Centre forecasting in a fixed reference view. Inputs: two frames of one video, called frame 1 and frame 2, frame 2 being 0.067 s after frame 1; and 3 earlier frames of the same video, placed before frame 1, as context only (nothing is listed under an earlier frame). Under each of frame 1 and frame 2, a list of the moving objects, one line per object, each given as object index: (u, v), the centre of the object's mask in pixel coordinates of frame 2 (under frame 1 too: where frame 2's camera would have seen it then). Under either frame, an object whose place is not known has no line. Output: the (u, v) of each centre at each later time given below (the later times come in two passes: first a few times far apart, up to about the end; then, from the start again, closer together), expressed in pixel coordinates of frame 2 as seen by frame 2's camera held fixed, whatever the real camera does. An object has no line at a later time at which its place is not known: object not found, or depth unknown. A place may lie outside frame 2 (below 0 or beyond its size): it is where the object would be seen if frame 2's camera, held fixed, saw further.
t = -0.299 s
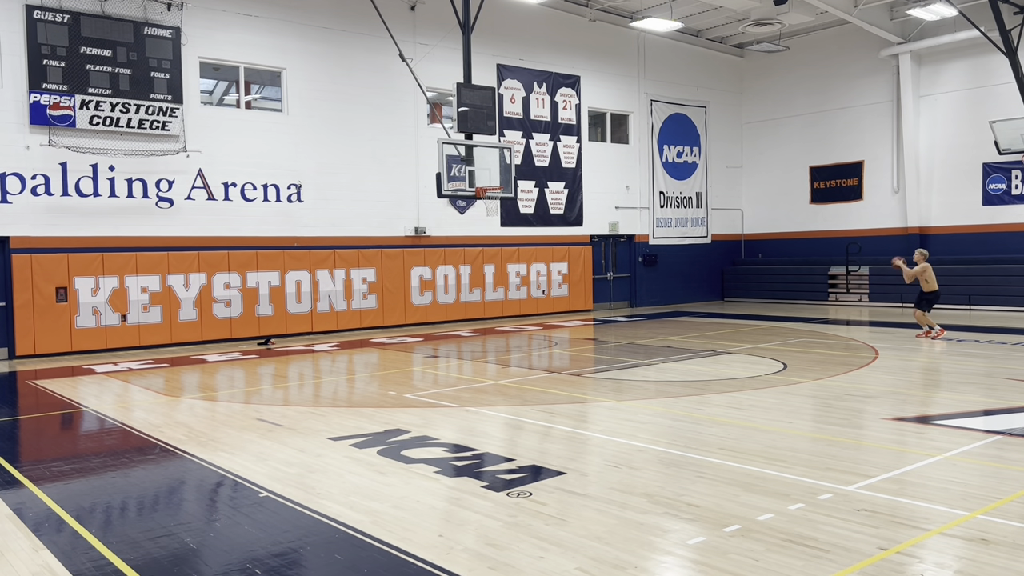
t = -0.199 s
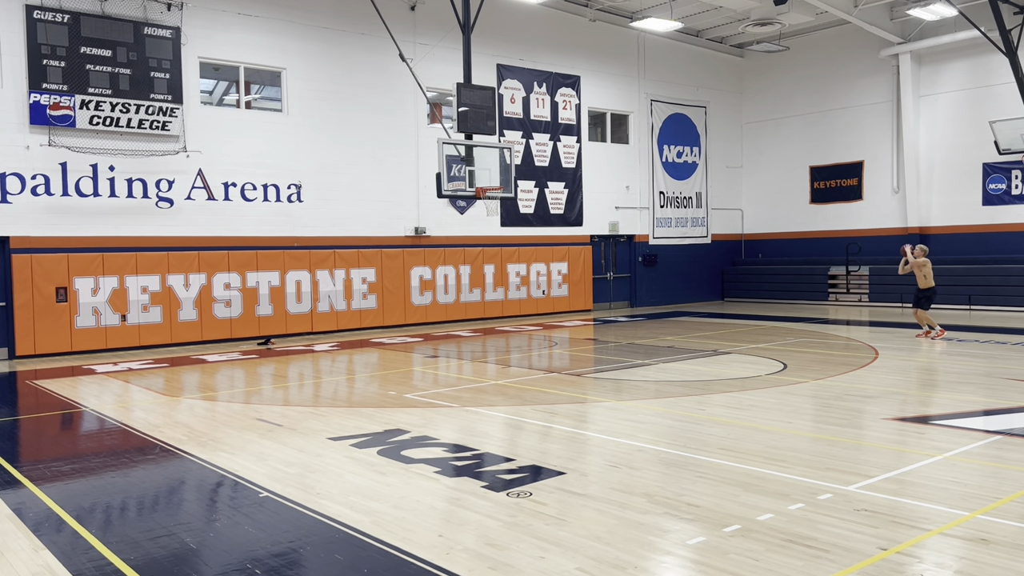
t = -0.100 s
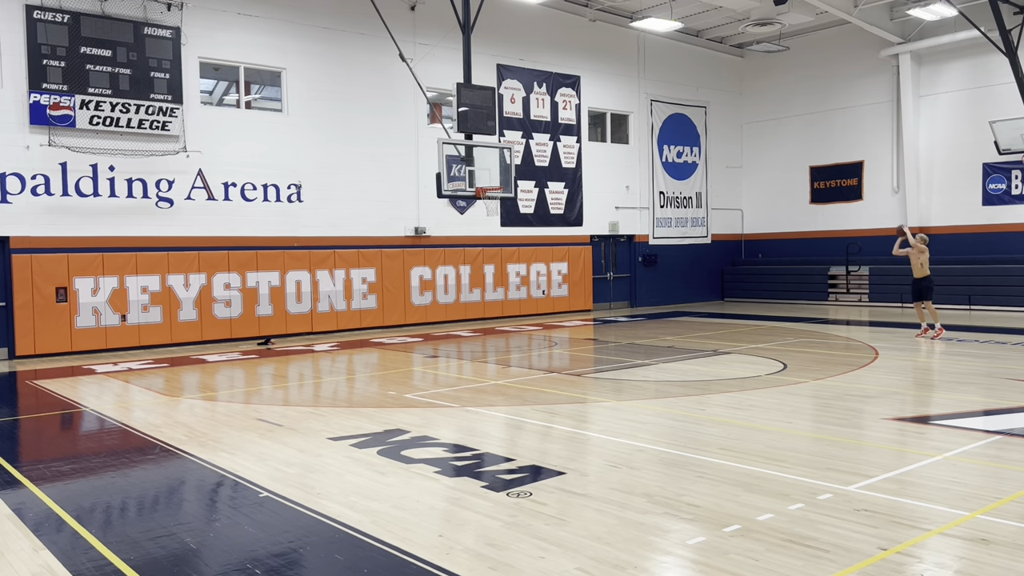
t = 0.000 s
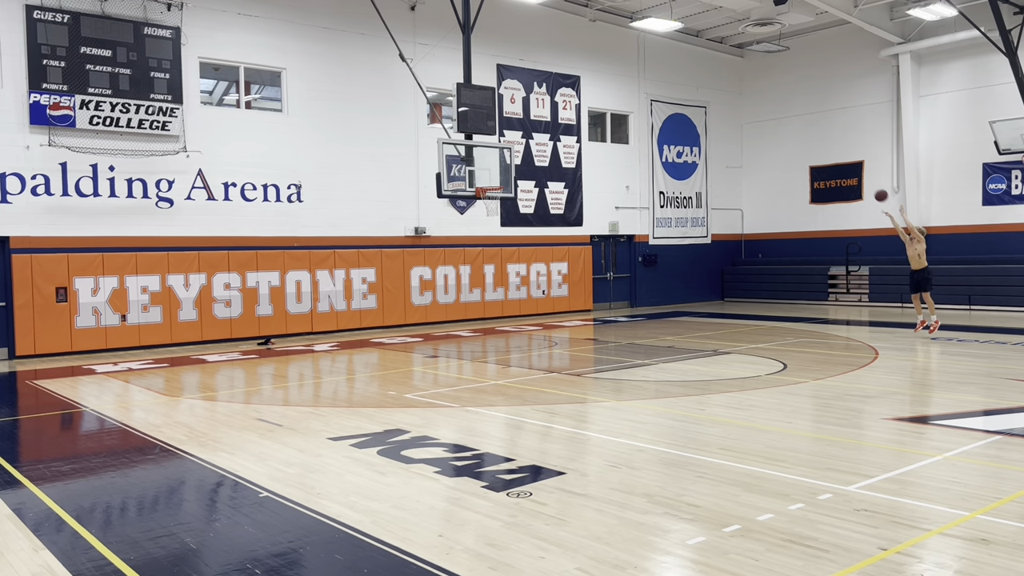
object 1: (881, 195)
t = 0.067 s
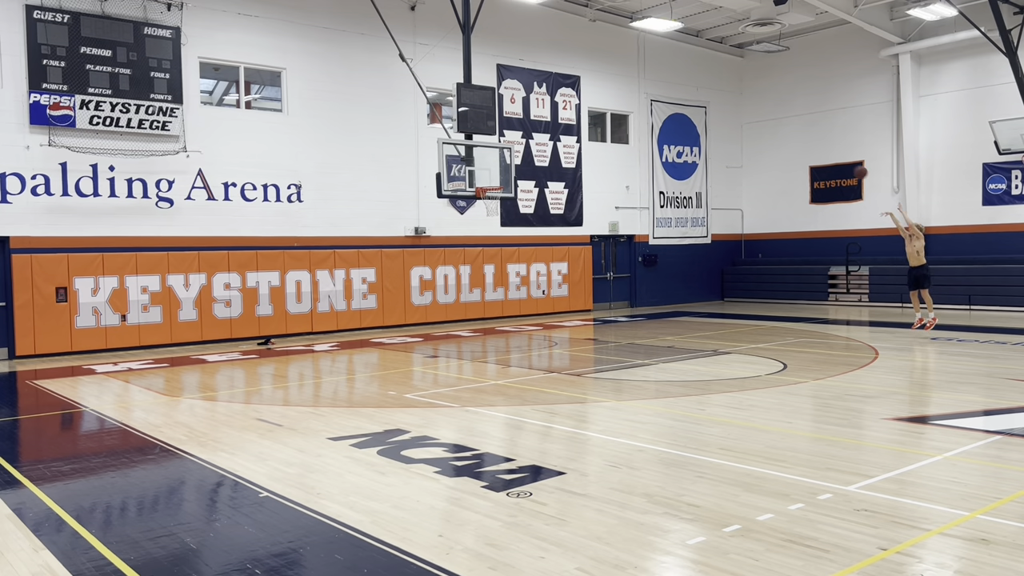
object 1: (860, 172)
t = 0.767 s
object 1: (654, 72)
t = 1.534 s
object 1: (472, 207)
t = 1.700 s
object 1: (461, 226)
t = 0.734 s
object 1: (664, 71)
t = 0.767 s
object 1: (654, 72)
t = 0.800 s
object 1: (645, 74)
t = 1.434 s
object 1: (479, 202)
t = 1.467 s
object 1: (476, 204)
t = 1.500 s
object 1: (474, 205)
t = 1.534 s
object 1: (472, 207)
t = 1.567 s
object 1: (470, 210)
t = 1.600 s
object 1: (467, 213)
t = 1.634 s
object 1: (465, 217)
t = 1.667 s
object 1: (463, 221)
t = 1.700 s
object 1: (461, 226)
